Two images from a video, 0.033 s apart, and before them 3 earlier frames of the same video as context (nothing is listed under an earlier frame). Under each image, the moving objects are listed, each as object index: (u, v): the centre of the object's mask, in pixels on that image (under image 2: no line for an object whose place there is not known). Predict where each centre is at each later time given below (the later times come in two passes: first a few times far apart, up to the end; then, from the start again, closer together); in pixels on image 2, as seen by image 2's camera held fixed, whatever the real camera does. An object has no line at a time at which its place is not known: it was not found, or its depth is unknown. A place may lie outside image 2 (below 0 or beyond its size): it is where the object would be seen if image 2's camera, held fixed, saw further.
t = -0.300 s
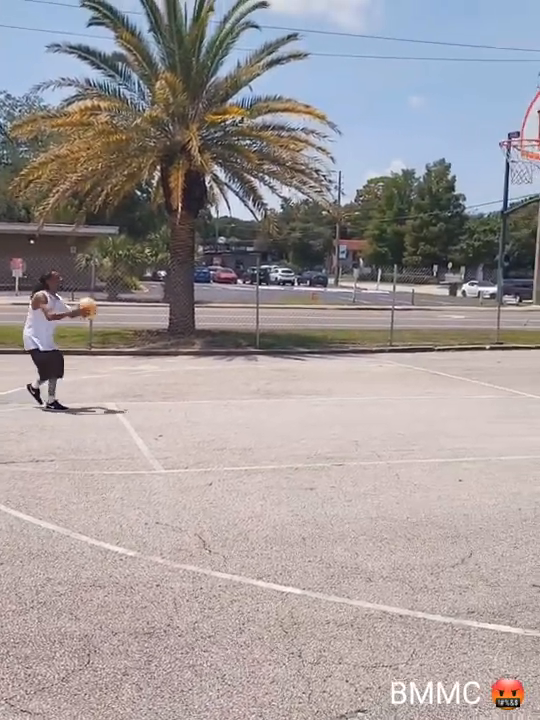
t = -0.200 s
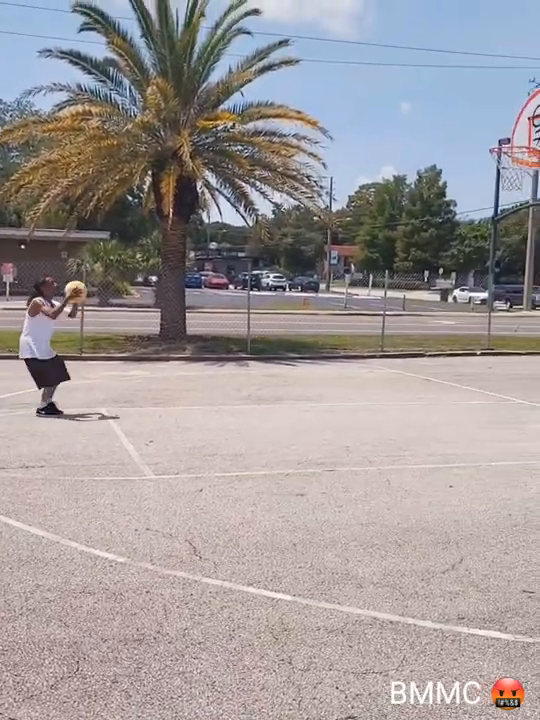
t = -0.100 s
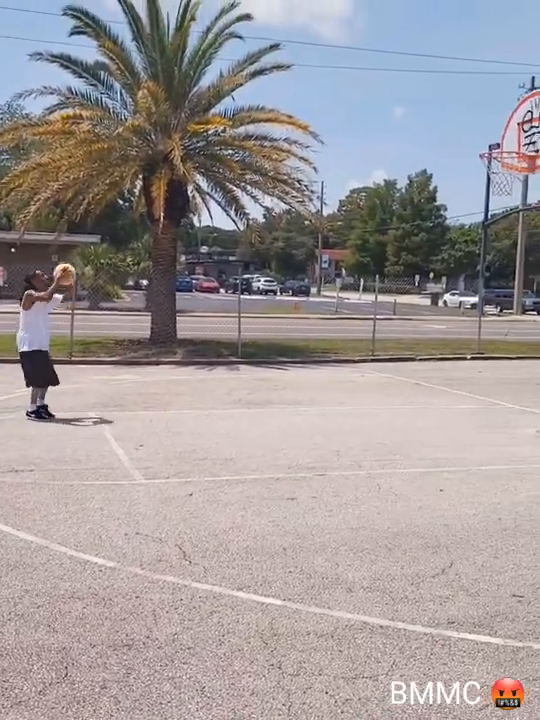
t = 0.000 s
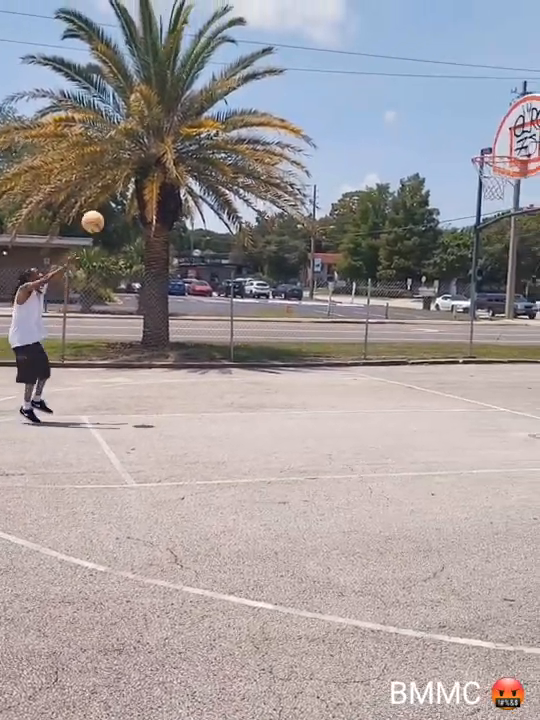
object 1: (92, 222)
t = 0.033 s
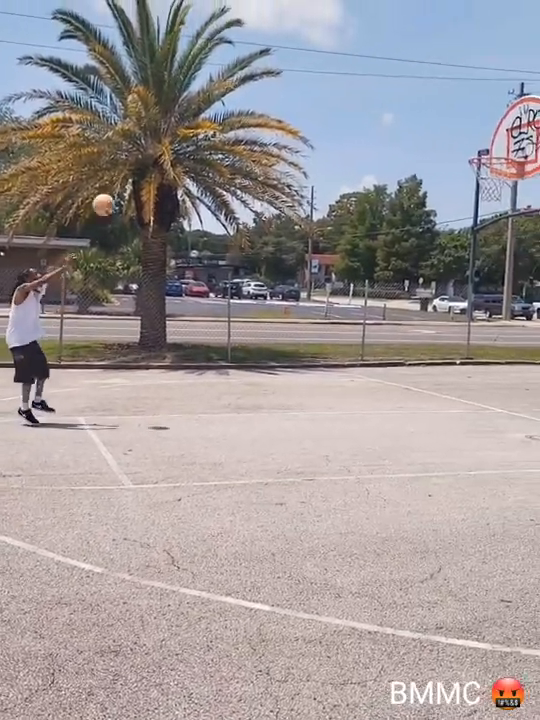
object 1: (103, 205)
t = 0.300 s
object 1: (211, 101)
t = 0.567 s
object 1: (316, 63)
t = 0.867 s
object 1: (427, 98)
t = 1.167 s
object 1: (497, 196)
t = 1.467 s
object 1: (482, 329)
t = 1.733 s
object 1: (461, 384)
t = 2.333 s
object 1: (370, 261)
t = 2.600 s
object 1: (325, 314)
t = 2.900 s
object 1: (274, 421)
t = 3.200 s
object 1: (243, 326)
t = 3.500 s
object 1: (208, 318)
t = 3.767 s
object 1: (172, 390)
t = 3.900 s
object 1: (156, 432)
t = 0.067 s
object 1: (117, 189)
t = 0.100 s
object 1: (130, 173)
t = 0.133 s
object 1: (144, 159)
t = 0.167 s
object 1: (158, 146)
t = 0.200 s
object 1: (171, 132)
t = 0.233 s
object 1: (184, 121)
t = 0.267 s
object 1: (198, 111)
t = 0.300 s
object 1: (211, 101)
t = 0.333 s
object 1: (225, 92)
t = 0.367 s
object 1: (238, 86)
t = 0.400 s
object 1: (252, 79)
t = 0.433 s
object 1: (265, 76)
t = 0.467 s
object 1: (278, 70)
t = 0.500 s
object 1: (291, 66)
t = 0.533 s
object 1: (303, 64)
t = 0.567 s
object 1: (316, 63)
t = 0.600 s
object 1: (329, 63)
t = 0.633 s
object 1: (342, 64)
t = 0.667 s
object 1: (354, 66)
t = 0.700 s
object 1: (367, 69)
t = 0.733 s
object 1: (379, 72)
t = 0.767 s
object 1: (391, 78)
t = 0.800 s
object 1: (404, 83)
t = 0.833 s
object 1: (415, 90)
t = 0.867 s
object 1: (427, 98)
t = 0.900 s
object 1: (439, 107)
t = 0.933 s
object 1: (451, 117)
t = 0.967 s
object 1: (463, 127)
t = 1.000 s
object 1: (474, 138)
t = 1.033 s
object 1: (486, 149)
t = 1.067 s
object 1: (497, 164)
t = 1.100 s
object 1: (500, 175)
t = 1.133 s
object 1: (498, 187)
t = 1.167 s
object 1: (497, 196)
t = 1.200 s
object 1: (496, 207)
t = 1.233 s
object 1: (495, 219)
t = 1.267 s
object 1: (491, 232)
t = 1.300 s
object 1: (489, 246)
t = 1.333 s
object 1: (488, 261)
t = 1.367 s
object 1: (487, 277)
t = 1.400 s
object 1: (485, 293)
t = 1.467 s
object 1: (482, 329)
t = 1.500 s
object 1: (480, 347)
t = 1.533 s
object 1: (479, 369)
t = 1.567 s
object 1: (479, 390)
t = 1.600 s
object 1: (477, 411)
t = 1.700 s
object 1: (466, 399)
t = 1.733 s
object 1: (461, 384)
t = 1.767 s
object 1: (456, 368)
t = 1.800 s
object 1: (452, 354)
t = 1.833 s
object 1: (447, 341)
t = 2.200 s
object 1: (391, 259)
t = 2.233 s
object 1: (386, 258)
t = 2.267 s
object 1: (381, 258)
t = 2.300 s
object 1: (376, 259)
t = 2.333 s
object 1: (370, 261)
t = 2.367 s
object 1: (365, 264)
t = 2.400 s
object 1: (359, 268)
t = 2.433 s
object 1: (353, 273)
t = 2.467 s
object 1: (348, 279)
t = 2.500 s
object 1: (342, 285)
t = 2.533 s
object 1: (336, 294)
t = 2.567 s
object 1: (331, 304)
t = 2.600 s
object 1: (325, 314)
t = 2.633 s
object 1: (319, 326)
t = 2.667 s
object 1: (314, 337)
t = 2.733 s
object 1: (301, 367)
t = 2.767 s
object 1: (295, 383)
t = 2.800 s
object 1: (289, 400)
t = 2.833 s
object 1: (283, 417)
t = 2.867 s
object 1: (278, 436)
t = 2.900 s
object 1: (274, 421)
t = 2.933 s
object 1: (270, 407)
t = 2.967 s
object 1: (267, 394)
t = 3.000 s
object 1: (263, 380)
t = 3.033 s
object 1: (260, 369)
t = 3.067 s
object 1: (257, 358)
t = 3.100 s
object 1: (254, 349)
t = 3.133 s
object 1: (250, 341)
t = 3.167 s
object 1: (246, 332)
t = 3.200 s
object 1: (243, 326)
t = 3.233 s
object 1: (239, 320)
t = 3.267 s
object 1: (235, 317)
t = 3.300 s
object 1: (231, 313)
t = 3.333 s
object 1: (228, 312)
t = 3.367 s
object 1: (224, 311)
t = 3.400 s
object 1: (219, 312)
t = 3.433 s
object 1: (215, 313)
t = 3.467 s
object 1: (211, 315)
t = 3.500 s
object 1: (208, 318)
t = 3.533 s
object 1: (203, 323)
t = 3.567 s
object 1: (200, 329)
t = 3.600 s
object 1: (195, 336)
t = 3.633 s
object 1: (191, 345)
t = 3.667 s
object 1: (187, 354)
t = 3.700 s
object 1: (183, 364)
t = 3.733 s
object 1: (177, 376)
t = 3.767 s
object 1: (172, 390)
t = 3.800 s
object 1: (168, 402)
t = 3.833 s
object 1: (164, 417)
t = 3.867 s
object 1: (159, 434)
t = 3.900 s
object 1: (156, 432)
